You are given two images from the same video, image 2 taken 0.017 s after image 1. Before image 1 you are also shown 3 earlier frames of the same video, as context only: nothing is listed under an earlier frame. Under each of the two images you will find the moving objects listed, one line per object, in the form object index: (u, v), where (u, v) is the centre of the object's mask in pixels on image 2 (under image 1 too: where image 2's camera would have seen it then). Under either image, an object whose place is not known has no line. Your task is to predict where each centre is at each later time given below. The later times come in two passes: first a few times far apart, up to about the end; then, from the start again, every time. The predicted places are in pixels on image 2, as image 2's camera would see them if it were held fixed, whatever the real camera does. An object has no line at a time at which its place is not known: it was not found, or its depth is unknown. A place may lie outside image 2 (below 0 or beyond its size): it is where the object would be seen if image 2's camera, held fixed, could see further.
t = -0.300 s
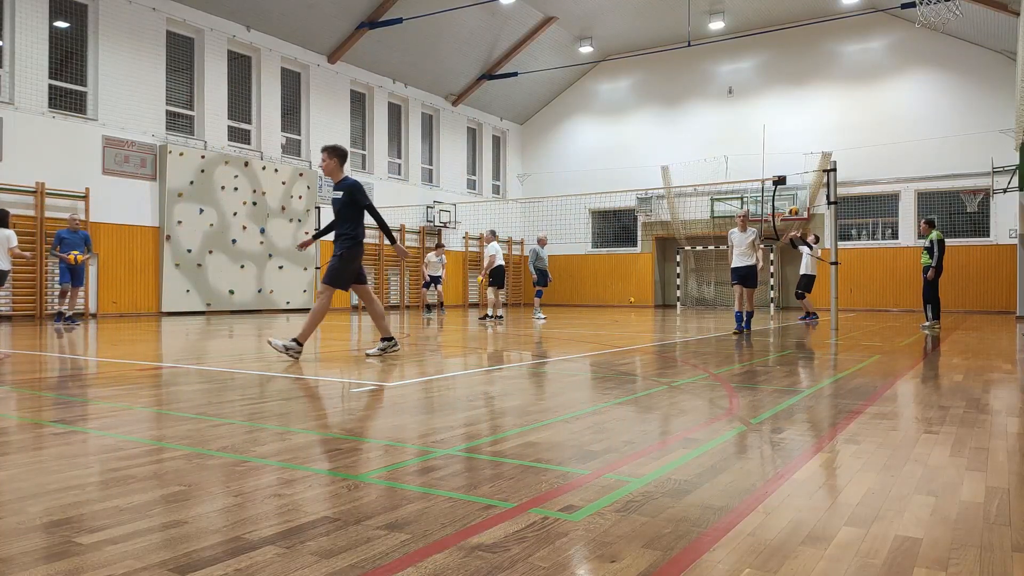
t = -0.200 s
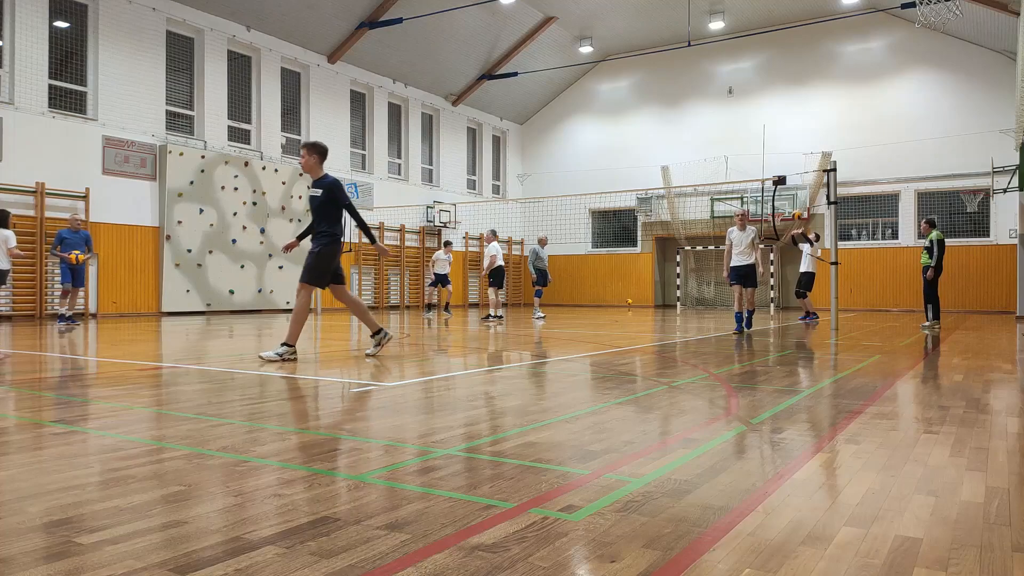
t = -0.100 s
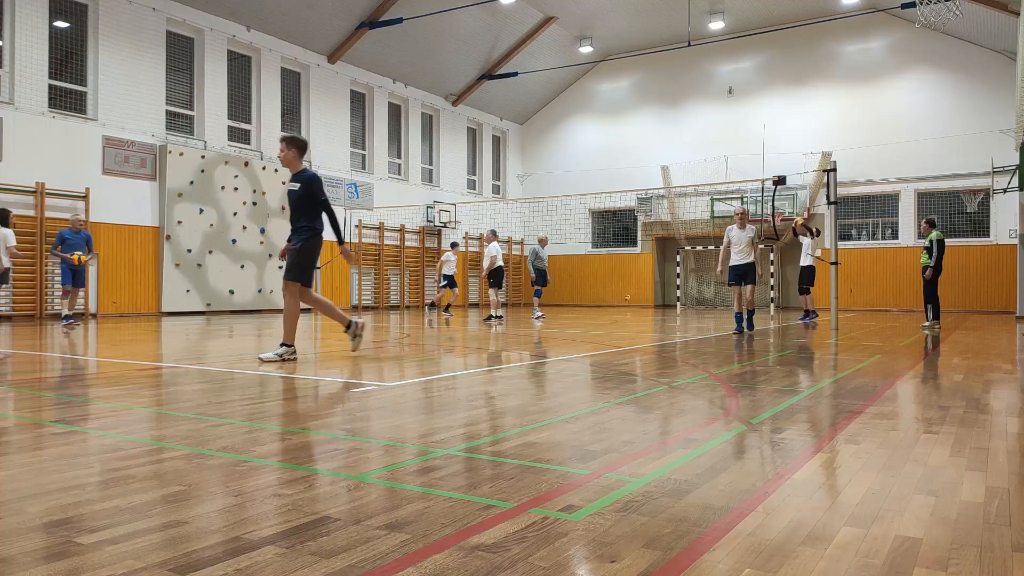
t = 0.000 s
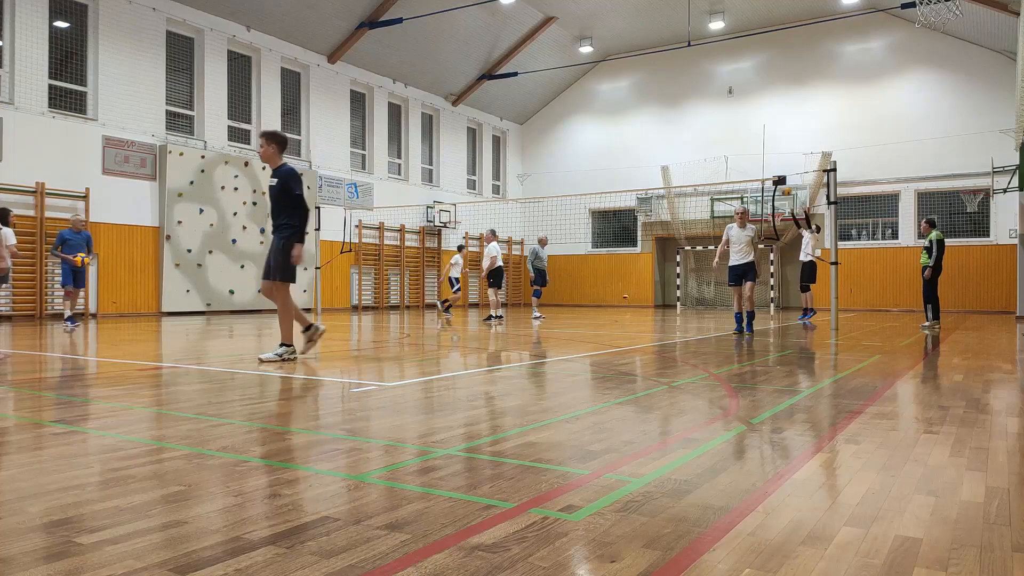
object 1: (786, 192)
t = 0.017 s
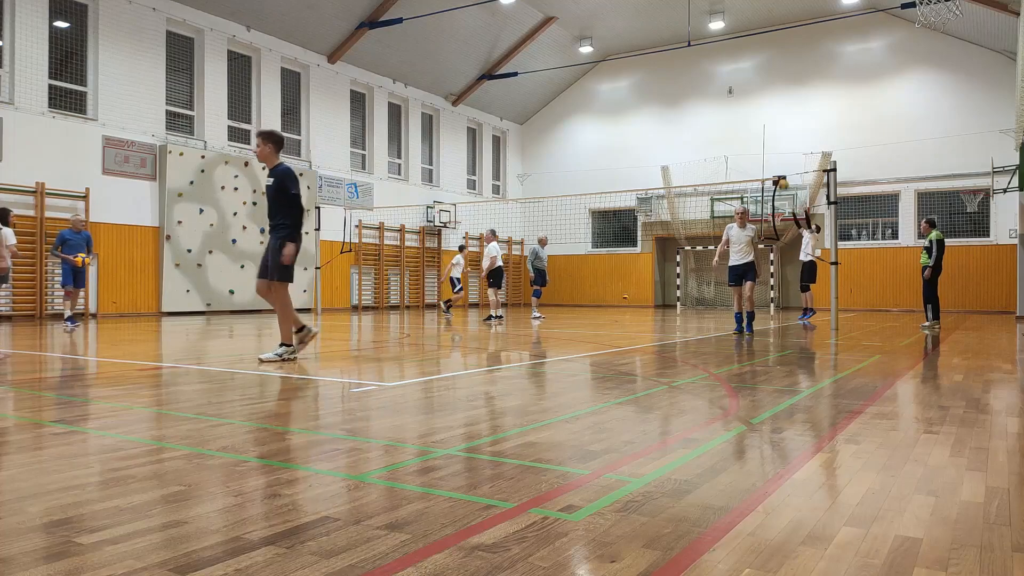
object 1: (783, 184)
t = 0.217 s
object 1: (749, 125)
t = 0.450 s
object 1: (710, 83)
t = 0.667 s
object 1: (673, 67)
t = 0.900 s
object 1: (635, 77)
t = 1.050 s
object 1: (611, 97)
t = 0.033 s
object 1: (781, 179)
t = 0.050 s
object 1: (777, 173)
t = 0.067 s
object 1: (775, 168)
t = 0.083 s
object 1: (772, 163)
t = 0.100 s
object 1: (769, 157)
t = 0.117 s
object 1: (766, 152)
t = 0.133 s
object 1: (763, 147)
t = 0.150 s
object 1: (760, 143)
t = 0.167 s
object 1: (757, 138)
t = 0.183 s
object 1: (755, 134)
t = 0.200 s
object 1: (752, 129)
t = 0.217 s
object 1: (749, 125)
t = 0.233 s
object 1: (746, 121)
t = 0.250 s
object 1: (743, 118)
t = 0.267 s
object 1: (740, 114)
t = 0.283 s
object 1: (736, 111)
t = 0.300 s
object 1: (734, 107)
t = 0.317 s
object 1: (732, 104)
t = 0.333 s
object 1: (729, 101)
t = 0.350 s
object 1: (726, 98)
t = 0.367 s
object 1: (723, 95)
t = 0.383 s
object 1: (721, 92)
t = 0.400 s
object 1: (718, 90)
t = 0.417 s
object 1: (715, 87)
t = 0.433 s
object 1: (712, 85)
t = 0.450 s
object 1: (710, 83)
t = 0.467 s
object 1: (707, 81)
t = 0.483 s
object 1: (704, 79)
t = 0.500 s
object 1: (701, 77)
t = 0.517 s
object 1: (698, 76)
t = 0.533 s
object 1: (695, 74)
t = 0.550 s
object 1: (693, 73)
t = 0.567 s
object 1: (690, 72)
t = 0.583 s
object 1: (687, 71)
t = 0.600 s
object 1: (684, 70)
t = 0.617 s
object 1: (681, 69)
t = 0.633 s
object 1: (679, 68)
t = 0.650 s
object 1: (676, 68)
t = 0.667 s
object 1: (673, 67)
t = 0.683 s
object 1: (670, 67)
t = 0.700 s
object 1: (668, 67)
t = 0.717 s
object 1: (665, 67)
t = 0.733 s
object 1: (662, 67)
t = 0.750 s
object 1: (659, 68)
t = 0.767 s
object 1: (657, 68)
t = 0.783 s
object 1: (654, 69)
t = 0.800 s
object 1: (651, 70)
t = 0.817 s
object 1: (648, 70)
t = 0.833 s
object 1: (646, 71)
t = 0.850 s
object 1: (643, 72)
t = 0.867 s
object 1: (641, 74)
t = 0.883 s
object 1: (638, 75)
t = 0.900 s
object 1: (635, 77)
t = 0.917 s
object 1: (632, 78)
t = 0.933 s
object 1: (630, 80)
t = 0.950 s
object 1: (627, 82)
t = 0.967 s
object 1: (624, 85)
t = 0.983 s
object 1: (622, 87)
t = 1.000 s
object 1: (619, 89)
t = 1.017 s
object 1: (616, 92)
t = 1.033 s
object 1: (614, 94)
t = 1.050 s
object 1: (611, 97)
